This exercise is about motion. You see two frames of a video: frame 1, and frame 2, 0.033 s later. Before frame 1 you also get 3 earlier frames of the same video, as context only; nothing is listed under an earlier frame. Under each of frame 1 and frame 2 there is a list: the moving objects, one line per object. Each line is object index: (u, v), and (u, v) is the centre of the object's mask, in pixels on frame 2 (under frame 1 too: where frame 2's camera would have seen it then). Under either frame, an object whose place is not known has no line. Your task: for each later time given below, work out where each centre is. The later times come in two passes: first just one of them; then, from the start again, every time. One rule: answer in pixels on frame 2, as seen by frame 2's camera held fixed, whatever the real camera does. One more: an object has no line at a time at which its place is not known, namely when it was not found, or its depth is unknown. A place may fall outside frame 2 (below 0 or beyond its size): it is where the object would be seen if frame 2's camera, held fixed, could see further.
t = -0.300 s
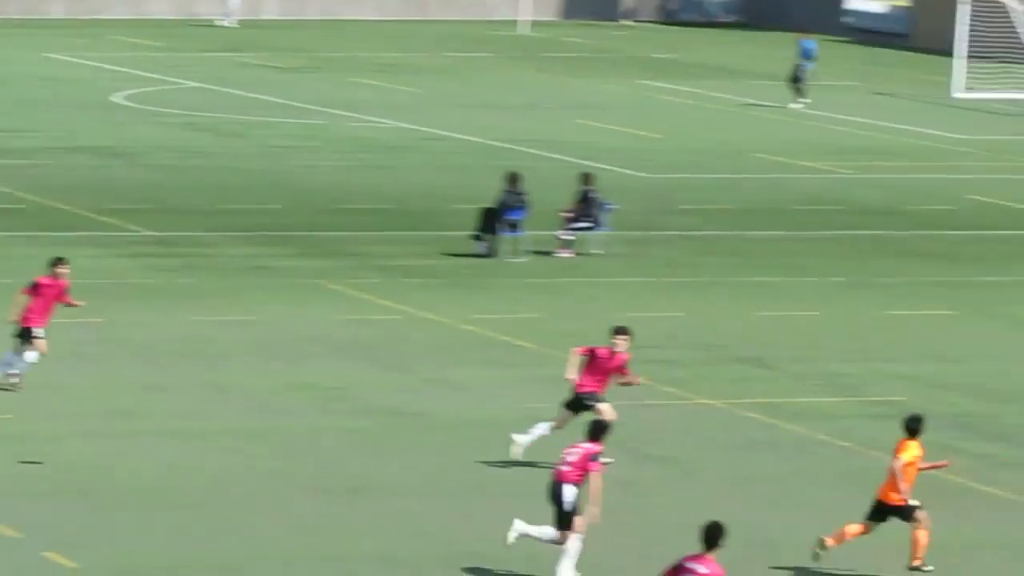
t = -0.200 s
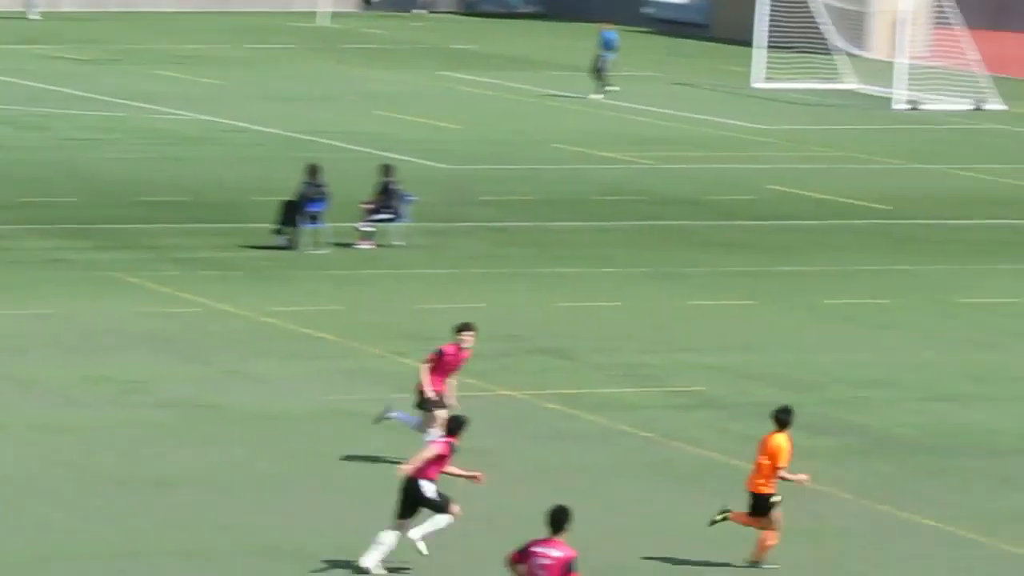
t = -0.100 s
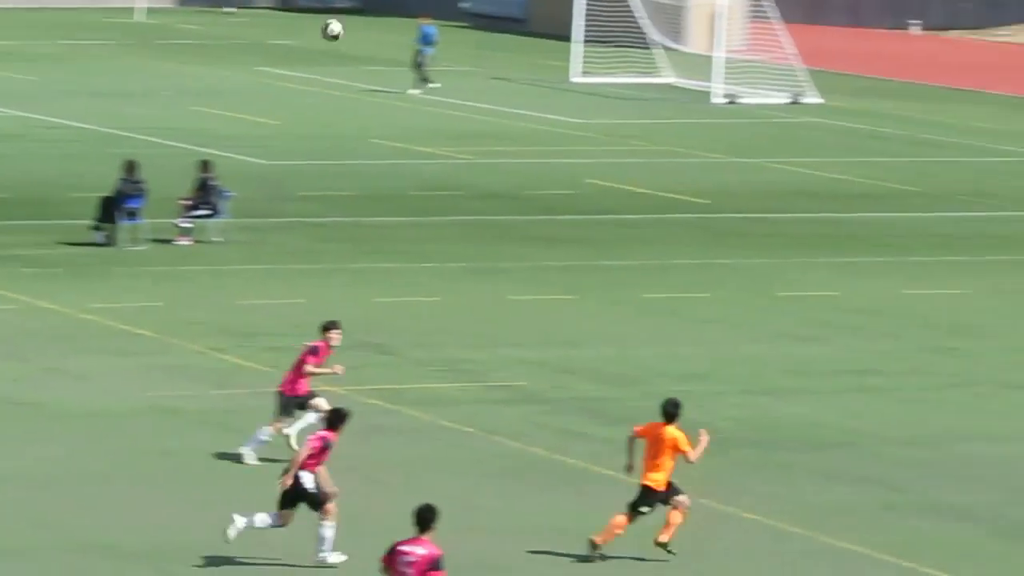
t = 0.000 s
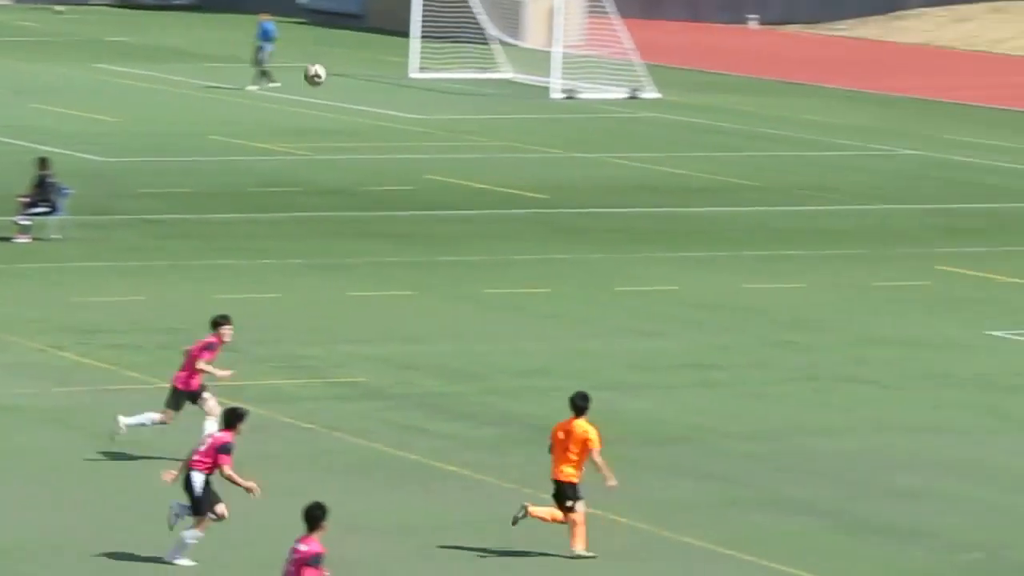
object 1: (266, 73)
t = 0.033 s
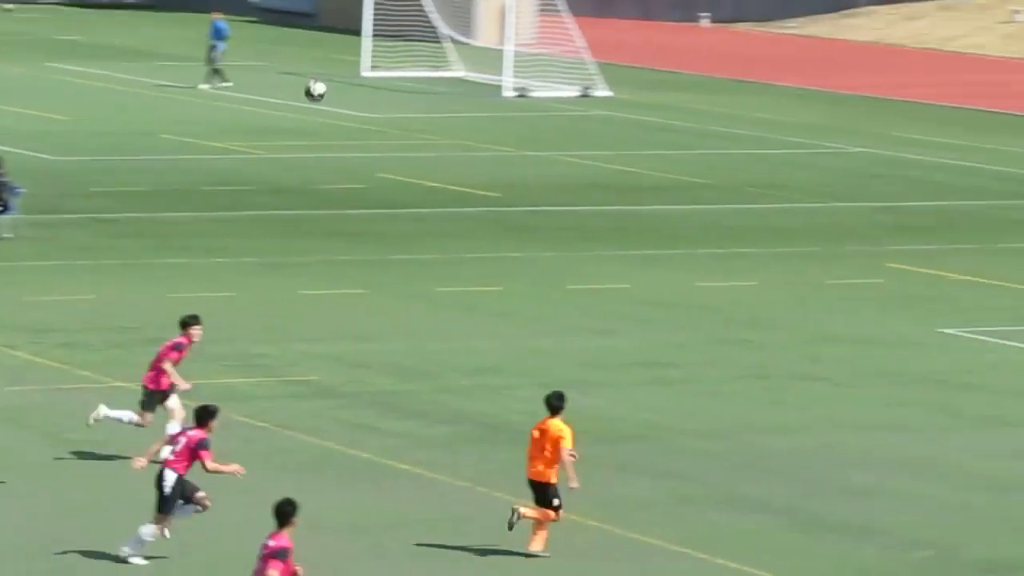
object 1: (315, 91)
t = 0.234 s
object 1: (603, 211)
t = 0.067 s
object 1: (363, 109)
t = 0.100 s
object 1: (412, 127)
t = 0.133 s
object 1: (460, 147)
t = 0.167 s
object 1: (508, 168)
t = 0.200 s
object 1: (553, 191)
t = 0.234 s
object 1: (603, 211)
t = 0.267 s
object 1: (650, 235)
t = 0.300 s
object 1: (697, 259)
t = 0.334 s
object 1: (745, 285)
